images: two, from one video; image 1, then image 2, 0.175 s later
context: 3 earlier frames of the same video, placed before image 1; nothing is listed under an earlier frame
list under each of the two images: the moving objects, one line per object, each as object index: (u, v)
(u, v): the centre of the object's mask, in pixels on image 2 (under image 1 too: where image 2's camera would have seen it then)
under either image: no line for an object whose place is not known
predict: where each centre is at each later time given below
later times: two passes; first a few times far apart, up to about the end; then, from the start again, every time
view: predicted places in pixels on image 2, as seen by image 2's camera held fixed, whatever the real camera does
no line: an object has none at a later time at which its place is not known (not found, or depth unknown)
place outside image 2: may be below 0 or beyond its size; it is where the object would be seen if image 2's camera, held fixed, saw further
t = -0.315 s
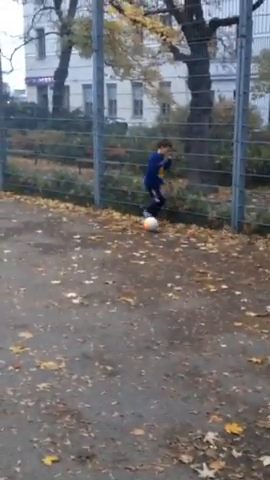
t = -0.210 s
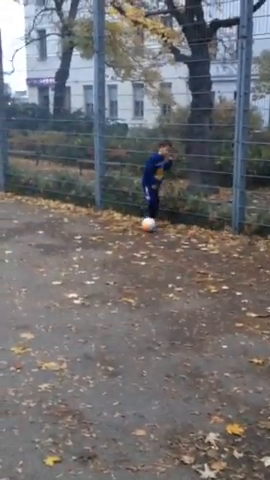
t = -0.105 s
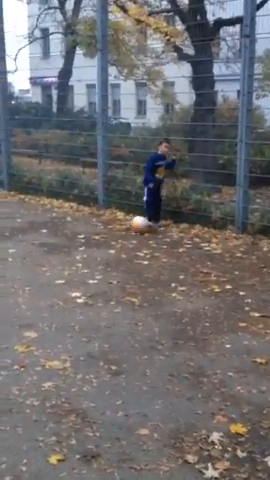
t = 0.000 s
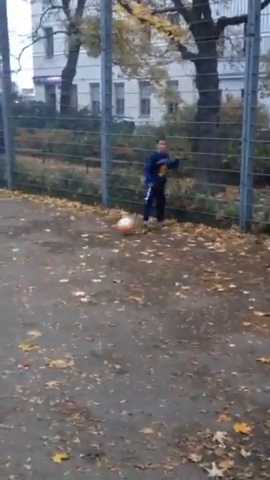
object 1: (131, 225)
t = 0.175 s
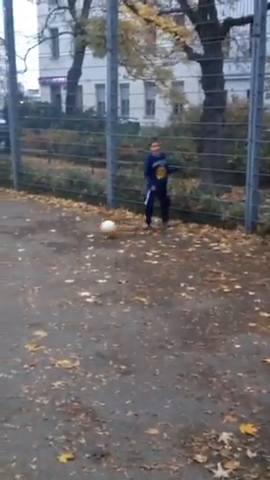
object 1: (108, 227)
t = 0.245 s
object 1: (100, 230)
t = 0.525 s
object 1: (68, 234)
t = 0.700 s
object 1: (49, 237)
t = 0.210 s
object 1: (103, 229)
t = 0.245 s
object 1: (100, 230)
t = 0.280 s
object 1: (96, 230)
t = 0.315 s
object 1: (91, 231)
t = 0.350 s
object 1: (87, 232)
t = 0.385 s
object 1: (83, 232)
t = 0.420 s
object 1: (79, 232)
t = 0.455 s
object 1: (76, 233)
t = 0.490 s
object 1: (72, 234)
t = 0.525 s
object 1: (68, 234)
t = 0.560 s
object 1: (64, 235)
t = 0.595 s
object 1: (60, 234)
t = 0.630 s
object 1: (56, 236)
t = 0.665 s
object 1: (53, 236)
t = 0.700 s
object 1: (49, 237)
